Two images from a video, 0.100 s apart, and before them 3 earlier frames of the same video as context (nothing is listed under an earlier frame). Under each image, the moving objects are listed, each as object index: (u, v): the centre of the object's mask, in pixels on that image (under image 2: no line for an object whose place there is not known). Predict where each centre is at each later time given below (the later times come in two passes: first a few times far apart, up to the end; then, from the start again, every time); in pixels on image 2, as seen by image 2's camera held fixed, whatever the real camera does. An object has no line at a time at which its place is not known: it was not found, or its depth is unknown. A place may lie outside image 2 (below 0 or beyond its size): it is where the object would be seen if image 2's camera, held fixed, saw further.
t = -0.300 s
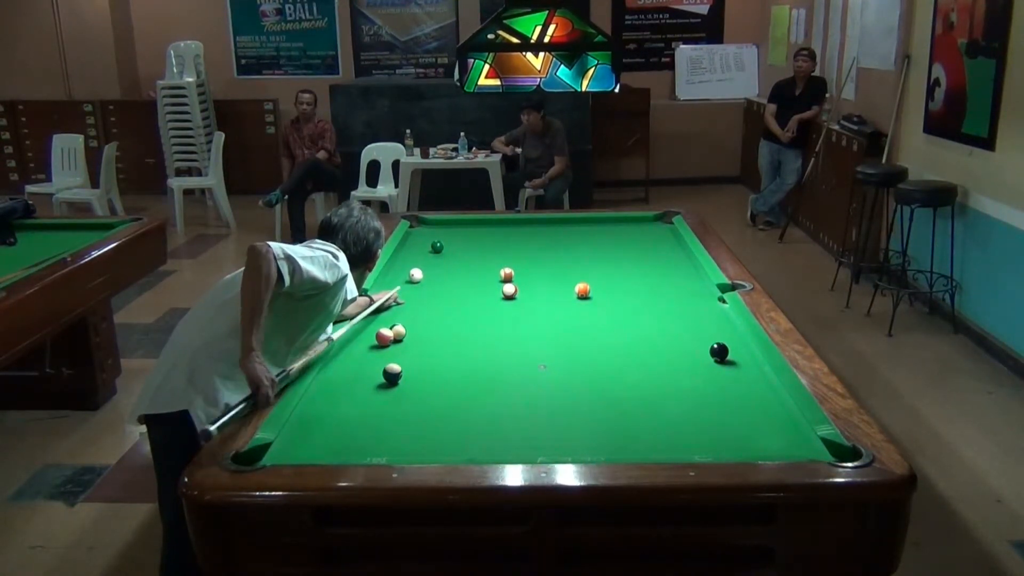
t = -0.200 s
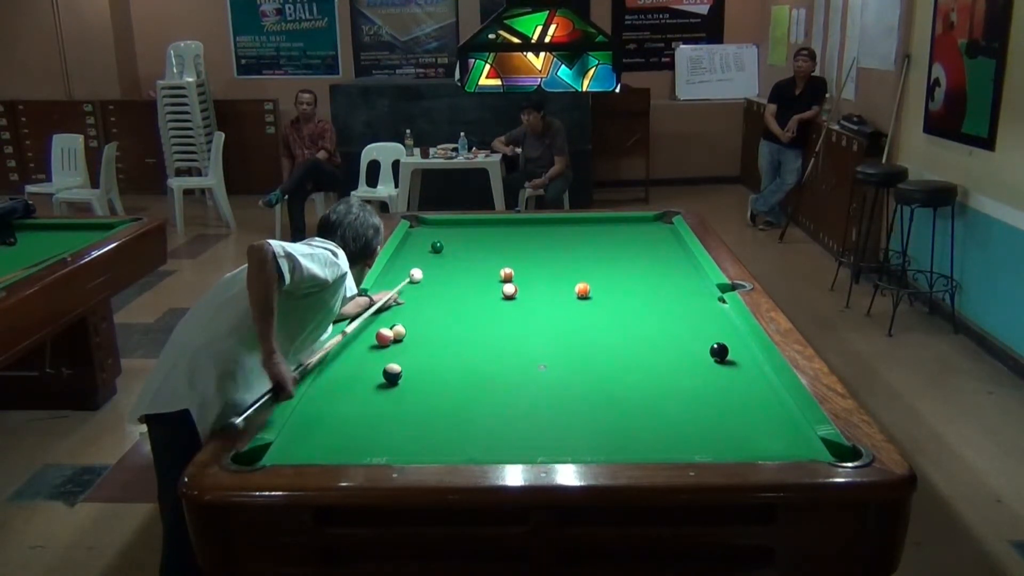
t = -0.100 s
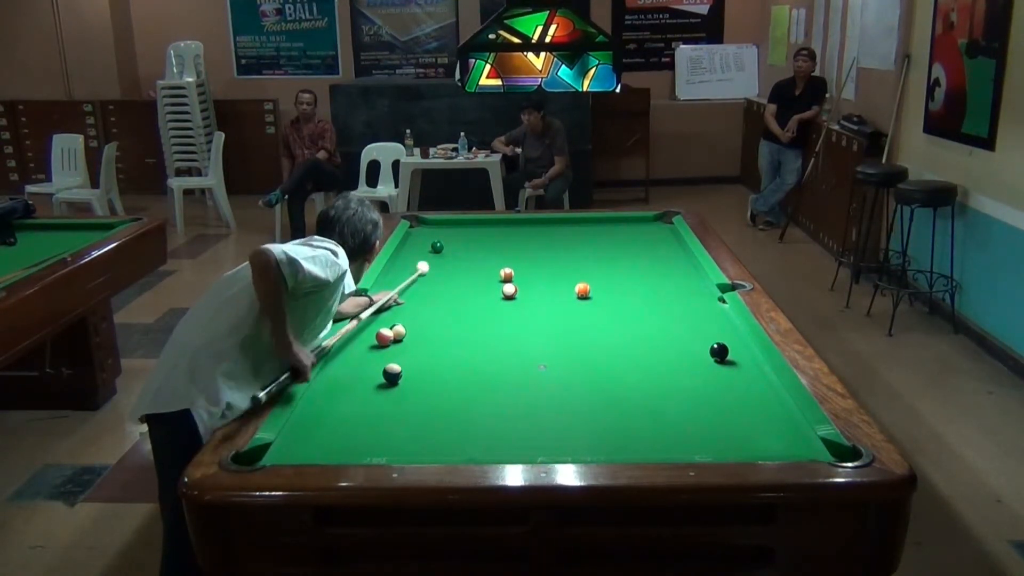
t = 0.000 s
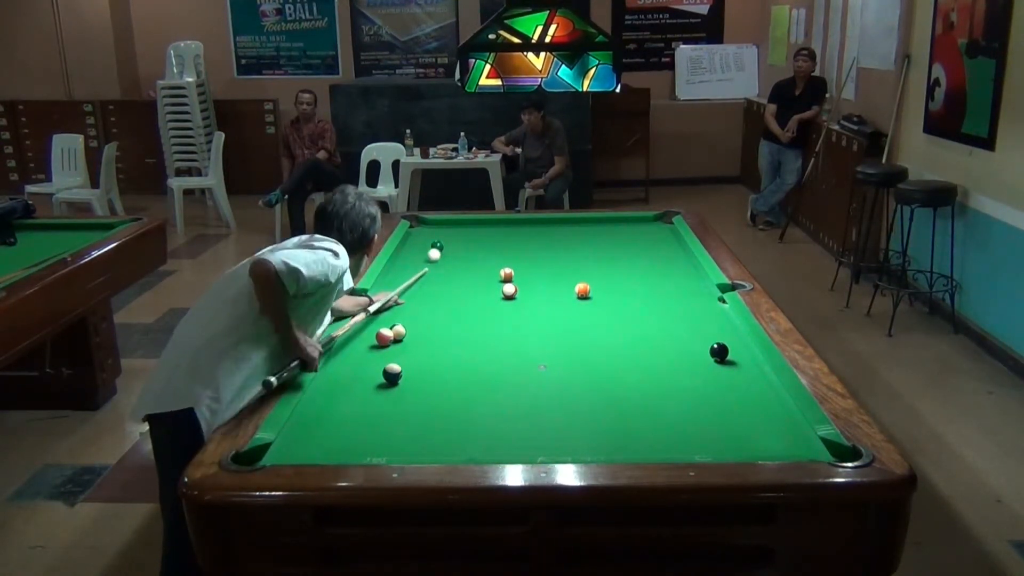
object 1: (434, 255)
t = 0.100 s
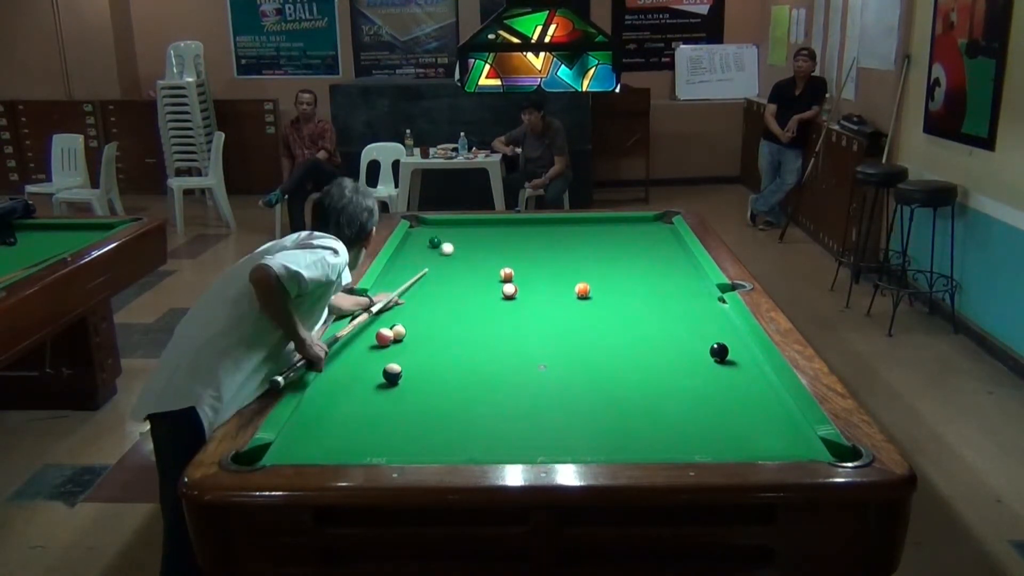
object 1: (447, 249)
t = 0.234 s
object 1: (466, 246)
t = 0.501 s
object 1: (500, 237)
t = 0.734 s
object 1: (528, 229)
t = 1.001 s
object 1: (556, 222)
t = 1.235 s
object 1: (577, 222)
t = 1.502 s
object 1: (600, 224)
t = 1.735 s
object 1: (619, 227)
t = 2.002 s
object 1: (641, 229)
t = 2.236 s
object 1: (660, 231)
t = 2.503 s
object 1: (671, 234)
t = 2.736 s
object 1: (664, 236)
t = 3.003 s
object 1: (656, 239)
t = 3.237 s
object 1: (650, 241)
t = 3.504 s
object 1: (643, 243)
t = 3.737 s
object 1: (638, 245)
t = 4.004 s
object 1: (632, 247)
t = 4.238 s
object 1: (627, 249)
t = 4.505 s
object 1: (622, 250)
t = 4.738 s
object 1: (618, 251)
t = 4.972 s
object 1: (615, 252)
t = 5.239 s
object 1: (611, 252)
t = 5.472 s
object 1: (609, 252)
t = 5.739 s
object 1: (608, 252)
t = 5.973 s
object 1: (607, 253)
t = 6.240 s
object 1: (608, 253)
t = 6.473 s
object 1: (608, 253)
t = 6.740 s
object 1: (608, 253)
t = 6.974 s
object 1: (608, 253)
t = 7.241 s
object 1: (608, 253)
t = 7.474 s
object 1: (608, 253)
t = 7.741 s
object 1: (608, 253)
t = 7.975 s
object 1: (608, 253)
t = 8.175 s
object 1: (608, 253)
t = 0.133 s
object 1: (452, 248)
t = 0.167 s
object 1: (457, 248)
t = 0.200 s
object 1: (462, 247)
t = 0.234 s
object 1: (466, 246)
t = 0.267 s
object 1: (470, 244)
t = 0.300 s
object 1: (475, 243)
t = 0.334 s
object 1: (479, 242)
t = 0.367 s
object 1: (484, 241)
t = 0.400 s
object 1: (488, 240)
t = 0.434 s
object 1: (492, 239)
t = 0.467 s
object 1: (496, 238)
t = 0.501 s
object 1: (500, 237)
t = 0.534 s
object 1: (504, 236)
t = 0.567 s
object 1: (509, 234)
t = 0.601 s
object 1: (512, 233)
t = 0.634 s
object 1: (517, 232)
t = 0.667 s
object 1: (520, 231)
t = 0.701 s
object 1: (524, 230)
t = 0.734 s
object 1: (528, 229)
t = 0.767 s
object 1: (532, 228)
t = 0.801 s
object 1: (535, 228)
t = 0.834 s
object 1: (539, 227)
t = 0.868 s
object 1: (542, 226)
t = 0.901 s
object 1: (546, 225)
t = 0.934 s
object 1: (550, 224)
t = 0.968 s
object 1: (553, 223)
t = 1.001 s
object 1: (556, 222)
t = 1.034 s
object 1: (560, 221)
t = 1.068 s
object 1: (563, 220)
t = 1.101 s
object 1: (566, 220)
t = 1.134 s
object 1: (569, 220)
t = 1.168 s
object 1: (572, 221)
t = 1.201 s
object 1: (574, 221)
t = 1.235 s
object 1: (577, 222)
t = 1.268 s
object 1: (580, 222)
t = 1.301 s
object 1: (583, 222)
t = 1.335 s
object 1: (586, 223)
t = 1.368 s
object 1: (589, 223)
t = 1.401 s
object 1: (592, 223)
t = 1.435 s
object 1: (594, 223)
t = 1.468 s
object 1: (597, 224)
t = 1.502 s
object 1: (600, 224)
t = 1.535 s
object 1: (603, 225)
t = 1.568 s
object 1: (606, 225)
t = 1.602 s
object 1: (609, 225)
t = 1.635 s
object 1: (611, 225)
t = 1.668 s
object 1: (614, 226)
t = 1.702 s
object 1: (617, 226)
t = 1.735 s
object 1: (619, 227)
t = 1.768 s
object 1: (622, 227)
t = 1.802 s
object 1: (625, 227)
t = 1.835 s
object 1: (628, 227)
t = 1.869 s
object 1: (631, 228)
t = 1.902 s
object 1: (633, 228)
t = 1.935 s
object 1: (636, 229)
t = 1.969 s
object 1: (639, 229)
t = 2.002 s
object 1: (641, 229)
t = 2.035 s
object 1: (644, 229)
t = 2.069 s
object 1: (647, 230)
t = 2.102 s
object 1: (649, 230)
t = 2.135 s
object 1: (652, 230)
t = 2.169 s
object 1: (655, 231)
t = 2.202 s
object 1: (657, 231)
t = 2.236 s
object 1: (660, 231)
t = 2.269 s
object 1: (663, 232)
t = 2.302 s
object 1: (665, 232)
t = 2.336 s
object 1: (668, 232)
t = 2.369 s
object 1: (671, 233)
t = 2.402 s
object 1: (673, 233)
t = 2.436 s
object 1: (672, 233)
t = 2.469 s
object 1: (671, 234)
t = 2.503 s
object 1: (671, 234)
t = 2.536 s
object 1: (669, 234)
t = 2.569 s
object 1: (668, 235)
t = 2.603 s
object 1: (667, 235)
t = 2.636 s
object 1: (667, 235)
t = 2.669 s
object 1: (666, 236)
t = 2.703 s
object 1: (665, 236)
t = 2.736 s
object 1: (664, 236)
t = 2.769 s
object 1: (663, 237)
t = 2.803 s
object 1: (662, 237)
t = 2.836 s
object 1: (661, 238)
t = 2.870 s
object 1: (660, 238)
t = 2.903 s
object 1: (659, 238)
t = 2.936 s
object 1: (658, 238)
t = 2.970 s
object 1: (657, 239)
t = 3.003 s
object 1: (656, 239)
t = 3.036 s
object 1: (655, 239)
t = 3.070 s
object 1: (654, 240)
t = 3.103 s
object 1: (653, 240)
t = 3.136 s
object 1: (653, 240)
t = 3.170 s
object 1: (652, 241)
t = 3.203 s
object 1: (651, 241)
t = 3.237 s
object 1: (650, 241)
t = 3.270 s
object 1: (649, 242)
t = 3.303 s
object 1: (648, 242)
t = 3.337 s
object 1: (647, 242)
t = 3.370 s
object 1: (647, 242)
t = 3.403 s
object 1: (646, 243)
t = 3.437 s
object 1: (645, 243)
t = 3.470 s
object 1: (644, 243)
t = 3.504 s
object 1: (643, 243)
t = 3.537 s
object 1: (642, 244)
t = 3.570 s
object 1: (642, 244)
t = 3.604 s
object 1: (641, 244)
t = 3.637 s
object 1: (640, 245)
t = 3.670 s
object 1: (639, 245)
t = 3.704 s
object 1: (638, 245)
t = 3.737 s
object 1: (638, 245)
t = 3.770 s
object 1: (637, 246)
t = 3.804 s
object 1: (636, 246)
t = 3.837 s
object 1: (635, 246)
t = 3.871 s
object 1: (634, 246)
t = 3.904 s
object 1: (634, 246)
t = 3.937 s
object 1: (633, 247)
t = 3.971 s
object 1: (632, 247)
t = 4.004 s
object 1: (632, 247)
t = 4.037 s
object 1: (631, 247)
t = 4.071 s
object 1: (630, 247)
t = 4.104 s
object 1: (630, 248)
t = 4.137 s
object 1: (629, 248)
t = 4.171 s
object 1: (628, 248)
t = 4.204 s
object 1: (628, 248)
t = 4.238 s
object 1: (627, 249)
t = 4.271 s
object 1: (626, 249)
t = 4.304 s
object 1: (626, 249)
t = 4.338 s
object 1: (625, 249)
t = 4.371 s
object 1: (625, 249)
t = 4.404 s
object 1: (624, 249)
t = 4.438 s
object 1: (624, 250)
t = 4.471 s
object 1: (623, 250)
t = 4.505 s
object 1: (622, 250)
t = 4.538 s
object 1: (622, 250)
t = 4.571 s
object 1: (621, 250)
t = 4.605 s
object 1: (620, 250)
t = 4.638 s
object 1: (620, 250)
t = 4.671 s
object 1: (619, 251)
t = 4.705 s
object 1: (619, 251)
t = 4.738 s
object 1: (618, 251)
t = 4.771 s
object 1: (618, 251)
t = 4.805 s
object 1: (617, 251)
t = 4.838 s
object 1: (617, 251)
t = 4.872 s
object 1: (616, 251)
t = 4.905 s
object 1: (616, 251)
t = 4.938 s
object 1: (615, 251)
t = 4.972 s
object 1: (615, 252)
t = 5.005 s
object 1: (614, 252)
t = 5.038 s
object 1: (614, 252)
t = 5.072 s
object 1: (613, 252)
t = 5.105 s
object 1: (613, 252)
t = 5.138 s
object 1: (613, 252)
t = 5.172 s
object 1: (612, 252)
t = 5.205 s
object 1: (612, 252)
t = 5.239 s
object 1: (611, 252)
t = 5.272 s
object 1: (611, 252)
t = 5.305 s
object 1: (611, 252)
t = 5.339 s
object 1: (611, 252)
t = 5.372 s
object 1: (610, 252)
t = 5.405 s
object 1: (610, 252)
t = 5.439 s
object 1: (610, 252)
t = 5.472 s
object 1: (609, 252)
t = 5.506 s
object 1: (609, 252)
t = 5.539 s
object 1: (609, 252)
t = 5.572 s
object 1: (608, 252)
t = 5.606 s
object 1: (608, 252)
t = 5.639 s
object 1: (608, 252)
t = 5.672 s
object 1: (608, 252)
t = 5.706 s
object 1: (608, 252)
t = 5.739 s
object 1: (608, 252)
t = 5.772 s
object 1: (607, 253)
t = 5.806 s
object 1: (607, 253)
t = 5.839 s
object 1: (607, 253)
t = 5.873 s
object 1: (607, 253)
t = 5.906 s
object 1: (607, 253)
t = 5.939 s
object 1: (607, 253)
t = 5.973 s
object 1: (607, 253)
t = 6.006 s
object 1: (608, 253)
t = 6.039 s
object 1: (608, 253)
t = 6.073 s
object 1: (608, 253)
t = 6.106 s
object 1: (608, 253)
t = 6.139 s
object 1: (608, 253)
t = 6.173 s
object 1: (608, 253)
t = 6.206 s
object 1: (608, 253)
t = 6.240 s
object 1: (608, 253)
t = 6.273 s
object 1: (608, 253)
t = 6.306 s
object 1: (608, 253)
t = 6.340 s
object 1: (608, 253)
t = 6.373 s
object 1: (608, 253)
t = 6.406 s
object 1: (608, 253)
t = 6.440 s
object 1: (608, 253)
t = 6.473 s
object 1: (608, 253)
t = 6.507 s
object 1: (608, 253)
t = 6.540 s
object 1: (608, 253)
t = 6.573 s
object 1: (608, 253)
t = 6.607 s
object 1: (608, 253)
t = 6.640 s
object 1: (608, 253)
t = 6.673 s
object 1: (608, 253)
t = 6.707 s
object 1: (608, 253)
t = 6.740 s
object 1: (608, 253)
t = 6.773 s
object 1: (608, 253)
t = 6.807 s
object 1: (608, 253)
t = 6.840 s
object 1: (608, 253)
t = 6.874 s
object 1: (608, 253)
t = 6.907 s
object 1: (608, 253)
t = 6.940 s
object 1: (608, 253)
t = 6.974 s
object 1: (608, 253)
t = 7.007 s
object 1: (608, 253)
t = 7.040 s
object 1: (608, 253)
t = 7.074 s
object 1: (608, 253)
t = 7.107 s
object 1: (608, 253)
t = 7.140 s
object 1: (608, 253)
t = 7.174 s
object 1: (608, 253)
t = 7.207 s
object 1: (608, 253)
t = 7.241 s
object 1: (608, 253)
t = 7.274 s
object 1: (608, 253)
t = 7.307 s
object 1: (608, 253)
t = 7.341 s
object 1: (608, 253)
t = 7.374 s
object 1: (608, 253)
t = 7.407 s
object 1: (608, 253)
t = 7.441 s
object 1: (608, 253)
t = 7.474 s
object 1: (608, 253)
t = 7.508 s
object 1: (608, 253)
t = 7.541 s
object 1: (608, 253)
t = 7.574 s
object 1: (608, 253)
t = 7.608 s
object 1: (608, 253)
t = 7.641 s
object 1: (608, 253)
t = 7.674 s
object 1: (608, 253)
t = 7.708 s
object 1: (608, 253)
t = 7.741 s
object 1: (608, 253)
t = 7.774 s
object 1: (608, 253)
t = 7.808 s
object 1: (608, 253)
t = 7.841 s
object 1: (608, 253)
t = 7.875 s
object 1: (608, 253)
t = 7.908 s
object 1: (608, 253)
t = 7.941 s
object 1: (608, 253)
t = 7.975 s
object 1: (608, 253)
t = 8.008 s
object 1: (608, 253)
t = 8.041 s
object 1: (608, 253)
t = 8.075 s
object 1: (608, 253)
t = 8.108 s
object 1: (608, 253)
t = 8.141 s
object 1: (608, 253)
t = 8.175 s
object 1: (608, 253)
